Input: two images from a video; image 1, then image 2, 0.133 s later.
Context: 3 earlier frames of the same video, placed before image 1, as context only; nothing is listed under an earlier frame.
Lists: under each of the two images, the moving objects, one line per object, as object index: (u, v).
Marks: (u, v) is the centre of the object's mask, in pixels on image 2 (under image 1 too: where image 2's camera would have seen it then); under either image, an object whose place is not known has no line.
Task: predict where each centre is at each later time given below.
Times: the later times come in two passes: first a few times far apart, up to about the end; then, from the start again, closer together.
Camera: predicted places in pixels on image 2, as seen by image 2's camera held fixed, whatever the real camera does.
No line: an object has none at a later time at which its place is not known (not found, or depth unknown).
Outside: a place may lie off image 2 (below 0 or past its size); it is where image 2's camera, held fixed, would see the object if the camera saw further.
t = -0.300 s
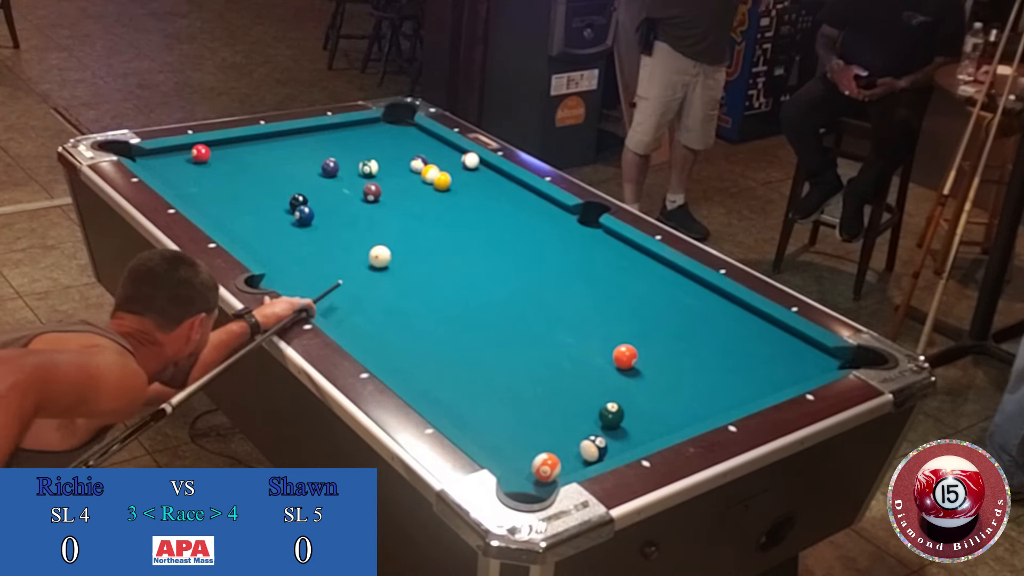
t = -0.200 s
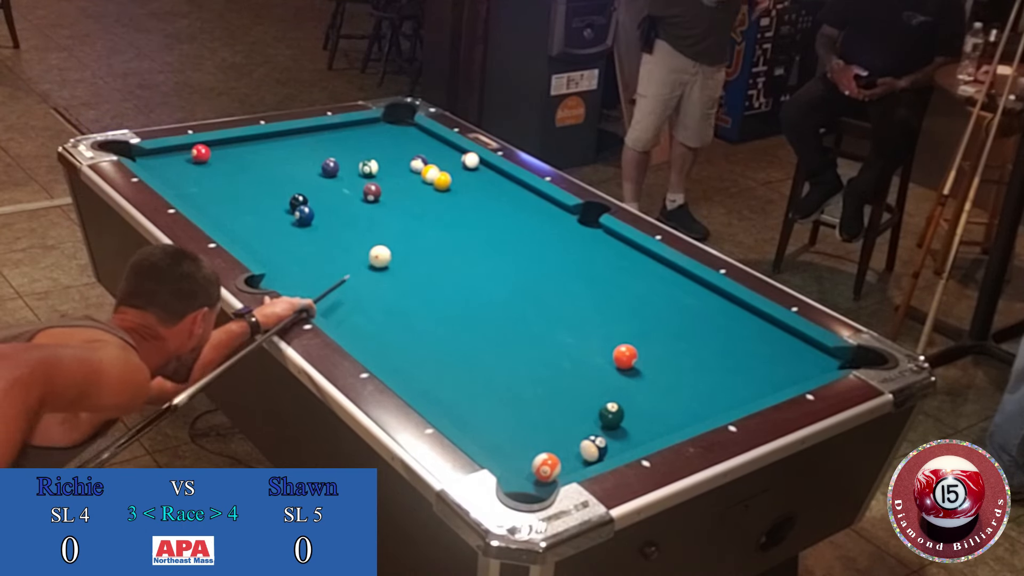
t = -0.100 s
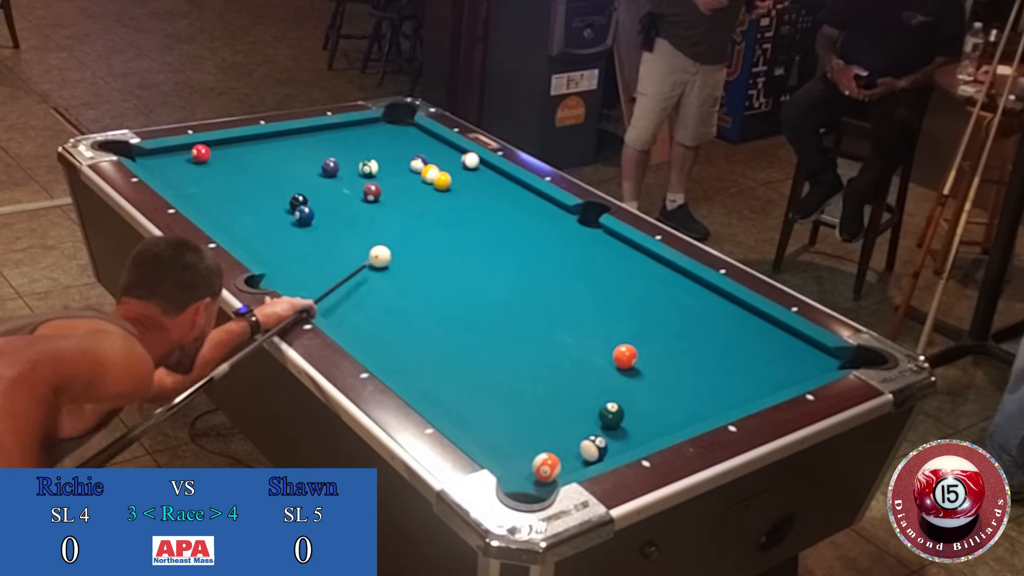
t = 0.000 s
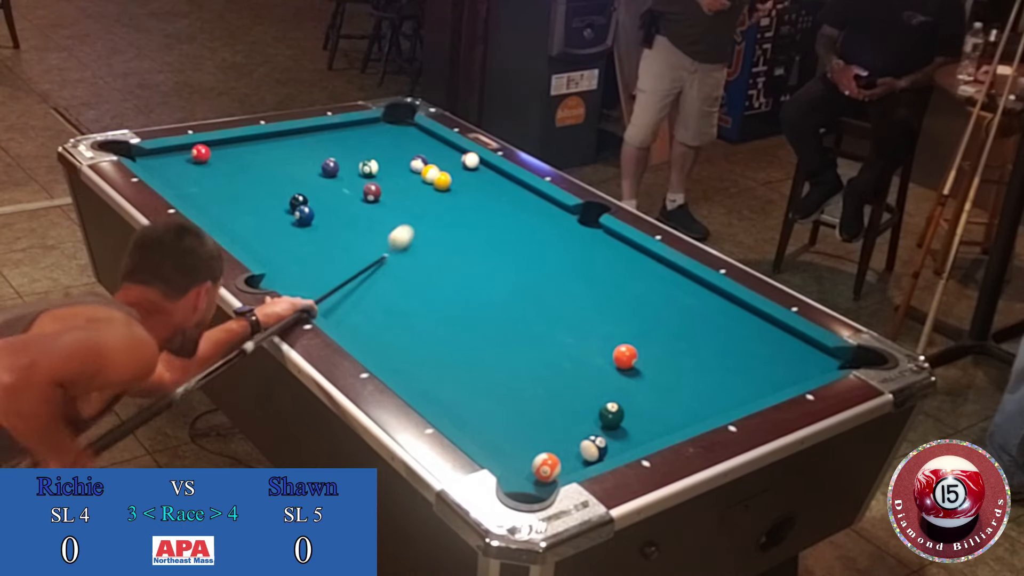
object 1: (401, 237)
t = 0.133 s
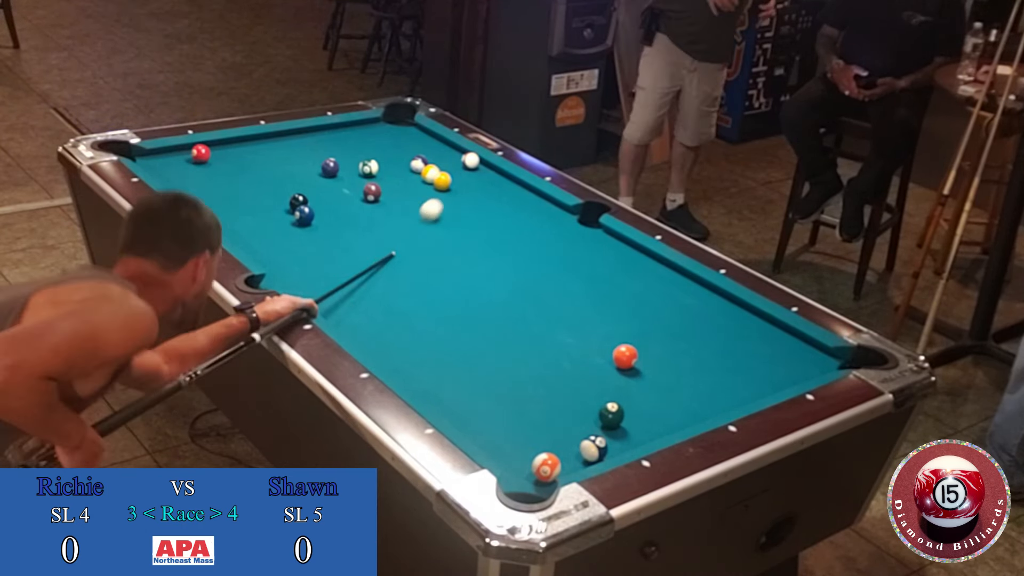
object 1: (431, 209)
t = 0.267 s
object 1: (457, 187)
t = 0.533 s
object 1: (467, 167)
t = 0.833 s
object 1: (433, 166)
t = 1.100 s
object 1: (424, 169)
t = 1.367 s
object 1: (419, 170)
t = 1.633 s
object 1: (415, 170)
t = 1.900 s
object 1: (414, 170)
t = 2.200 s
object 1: (414, 170)
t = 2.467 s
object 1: (414, 170)
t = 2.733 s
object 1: (414, 170)
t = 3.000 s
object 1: (414, 170)
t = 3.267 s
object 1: (414, 170)
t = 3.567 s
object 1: (414, 170)
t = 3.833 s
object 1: (414, 170)
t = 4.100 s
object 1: (414, 170)
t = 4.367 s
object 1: (414, 170)
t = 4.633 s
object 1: (414, 170)
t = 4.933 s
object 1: (414, 170)
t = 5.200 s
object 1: (414, 170)
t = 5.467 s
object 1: (414, 170)
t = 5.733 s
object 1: (414, 170)
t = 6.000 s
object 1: (414, 170)
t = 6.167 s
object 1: (414, 170)
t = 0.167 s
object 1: (438, 204)
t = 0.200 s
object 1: (444, 198)
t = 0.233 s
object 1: (450, 193)
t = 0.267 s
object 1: (457, 187)
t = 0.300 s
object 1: (462, 182)
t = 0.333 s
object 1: (467, 177)
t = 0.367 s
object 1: (473, 173)
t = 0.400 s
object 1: (479, 168)
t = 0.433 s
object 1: (485, 165)
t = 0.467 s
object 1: (480, 166)
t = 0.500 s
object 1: (473, 167)
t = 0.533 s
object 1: (467, 167)
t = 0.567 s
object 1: (462, 168)
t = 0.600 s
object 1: (457, 168)
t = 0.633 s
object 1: (452, 167)
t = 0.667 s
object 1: (447, 167)
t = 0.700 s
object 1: (443, 166)
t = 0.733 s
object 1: (439, 165)
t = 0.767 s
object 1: (436, 165)
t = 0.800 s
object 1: (434, 166)
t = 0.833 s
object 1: (433, 166)
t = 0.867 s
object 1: (431, 167)
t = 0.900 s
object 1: (430, 167)
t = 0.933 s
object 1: (429, 168)
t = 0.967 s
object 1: (428, 168)
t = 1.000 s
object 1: (427, 168)
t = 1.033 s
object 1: (426, 169)
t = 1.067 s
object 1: (425, 169)
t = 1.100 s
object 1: (424, 169)
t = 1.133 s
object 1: (423, 169)
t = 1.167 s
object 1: (423, 169)
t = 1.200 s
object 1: (422, 169)
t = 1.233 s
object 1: (421, 169)
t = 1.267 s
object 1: (421, 169)
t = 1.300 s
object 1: (420, 169)
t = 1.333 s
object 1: (419, 170)
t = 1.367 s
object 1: (419, 170)
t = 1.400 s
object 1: (418, 170)
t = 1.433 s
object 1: (417, 170)
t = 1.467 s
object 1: (417, 170)
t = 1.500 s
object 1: (417, 170)
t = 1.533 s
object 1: (416, 170)
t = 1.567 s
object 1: (416, 170)
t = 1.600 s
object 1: (415, 170)
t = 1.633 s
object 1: (415, 170)
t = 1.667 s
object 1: (415, 170)
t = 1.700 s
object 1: (414, 170)
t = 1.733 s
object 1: (414, 170)
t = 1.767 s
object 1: (414, 170)
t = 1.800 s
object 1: (414, 170)
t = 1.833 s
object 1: (414, 170)
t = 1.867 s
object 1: (414, 170)
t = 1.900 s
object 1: (414, 170)
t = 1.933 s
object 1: (414, 170)
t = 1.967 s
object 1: (414, 170)
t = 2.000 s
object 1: (414, 170)
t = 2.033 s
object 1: (414, 170)
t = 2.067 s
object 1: (414, 170)
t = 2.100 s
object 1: (414, 170)
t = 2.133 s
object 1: (414, 170)
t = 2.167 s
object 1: (414, 170)
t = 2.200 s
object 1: (414, 170)
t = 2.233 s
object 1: (414, 170)
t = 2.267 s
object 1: (414, 170)
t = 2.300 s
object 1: (414, 170)
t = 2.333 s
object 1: (414, 170)
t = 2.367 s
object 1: (414, 170)
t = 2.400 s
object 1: (414, 170)
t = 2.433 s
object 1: (414, 170)
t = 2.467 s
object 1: (414, 170)
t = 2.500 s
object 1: (414, 170)
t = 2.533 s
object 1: (414, 170)
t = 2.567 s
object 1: (414, 170)
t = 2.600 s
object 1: (414, 170)
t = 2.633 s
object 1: (414, 170)
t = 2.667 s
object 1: (414, 170)
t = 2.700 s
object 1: (414, 170)
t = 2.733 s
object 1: (414, 170)
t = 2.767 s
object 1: (414, 170)
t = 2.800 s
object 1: (414, 170)
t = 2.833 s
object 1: (414, 170)
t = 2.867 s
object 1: (414, 170)
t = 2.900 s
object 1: (414, 170)
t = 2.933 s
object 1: (414, 170)
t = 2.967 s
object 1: (414, 170)
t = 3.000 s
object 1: (414, 170)
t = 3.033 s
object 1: (414, 170)
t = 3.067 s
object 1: (414, 170)
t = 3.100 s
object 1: (414, 170)
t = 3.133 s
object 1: (414, 170)
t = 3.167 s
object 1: (414, 170)
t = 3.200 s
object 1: (414, 170)
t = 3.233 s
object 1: (414, 170)
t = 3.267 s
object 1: (414, 170)
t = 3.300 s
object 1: (414, 170)
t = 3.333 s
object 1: (414, 170)
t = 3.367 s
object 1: (414, 170)
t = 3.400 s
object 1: (414, 170)
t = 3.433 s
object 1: (414, 170)
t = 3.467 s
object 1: (414, 170)
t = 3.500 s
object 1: (414, 170)
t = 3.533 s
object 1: (414, 170)
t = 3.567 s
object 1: (414, 170)
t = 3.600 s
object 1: (414, 170)
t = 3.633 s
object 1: (414, 170)
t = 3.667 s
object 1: (414, 170)
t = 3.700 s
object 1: (414, 170)
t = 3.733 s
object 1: (414, 170)
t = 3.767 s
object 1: (414, 170)
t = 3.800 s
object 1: (414, 170)
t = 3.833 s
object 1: (414, 170)
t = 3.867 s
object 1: (414, 170)
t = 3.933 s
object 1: (414, 170)
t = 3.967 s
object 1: (414, 170)
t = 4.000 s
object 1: (414, 170)
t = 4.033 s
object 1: (414, 170)
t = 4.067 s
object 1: (414, 170)
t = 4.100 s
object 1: (414, 170)
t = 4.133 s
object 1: (414, 170)
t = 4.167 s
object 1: (414, 170)
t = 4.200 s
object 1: (414, 170)
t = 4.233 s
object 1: (414, 170)
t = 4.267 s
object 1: (414, 170)
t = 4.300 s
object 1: (414, 170)
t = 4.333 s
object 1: (414, 170)
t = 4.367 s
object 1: (414, 170)
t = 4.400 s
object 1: (414, 170)
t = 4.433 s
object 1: (414, 170)
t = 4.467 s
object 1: (414, 170)
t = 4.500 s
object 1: (414, 170)
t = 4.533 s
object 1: (414, 170)
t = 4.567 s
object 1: (414, 170)
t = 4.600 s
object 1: (414, 170)
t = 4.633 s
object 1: (414, 170)
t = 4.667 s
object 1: (414, 170)
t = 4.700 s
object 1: (414, 170)
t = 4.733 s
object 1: (414, 170)
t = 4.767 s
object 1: (414, 170)
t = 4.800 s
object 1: (414, 170)
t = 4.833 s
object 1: (414, 170)
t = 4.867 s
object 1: (414, 170)
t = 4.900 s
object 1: (414, 170)
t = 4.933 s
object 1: (414, 170)
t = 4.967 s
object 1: (414, 170)
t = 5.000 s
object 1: (414, 170)
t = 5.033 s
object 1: (414, 170)
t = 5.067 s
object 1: (414, 170)
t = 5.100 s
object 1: (414, 170)
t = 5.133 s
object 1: (414, 170)
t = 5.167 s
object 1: (414, 170)
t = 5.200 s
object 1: (414, 170)
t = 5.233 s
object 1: (414, 170)
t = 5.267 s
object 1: (414, 170)
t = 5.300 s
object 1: (414, 170)
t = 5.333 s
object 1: (414, 170)
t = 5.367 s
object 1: (414, 170)
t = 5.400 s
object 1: (414, 170)
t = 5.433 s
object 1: (414, 170)
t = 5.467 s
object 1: (414, 170)
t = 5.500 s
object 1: (414, 170)
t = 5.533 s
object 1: (414, 170)
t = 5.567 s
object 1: (414, 170)
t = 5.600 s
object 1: (414, 170)
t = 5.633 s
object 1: (414, 170)
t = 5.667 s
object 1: (414, 170)
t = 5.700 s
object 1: (414, 170)
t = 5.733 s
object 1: (414, 170)
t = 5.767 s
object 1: (414, 170)
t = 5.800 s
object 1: (414, 170)
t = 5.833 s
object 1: (414, 170)
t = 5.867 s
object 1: (414, 170)
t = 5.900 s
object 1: (414, 170)
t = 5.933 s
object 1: (414, 170)
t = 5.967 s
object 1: (414, 170)
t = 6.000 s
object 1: (414, 170)
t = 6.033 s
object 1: (414, 170)
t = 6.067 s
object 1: (414, 170)
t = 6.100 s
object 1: (414, 170)
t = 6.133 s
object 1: (414, 170)
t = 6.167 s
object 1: (414, 170)
